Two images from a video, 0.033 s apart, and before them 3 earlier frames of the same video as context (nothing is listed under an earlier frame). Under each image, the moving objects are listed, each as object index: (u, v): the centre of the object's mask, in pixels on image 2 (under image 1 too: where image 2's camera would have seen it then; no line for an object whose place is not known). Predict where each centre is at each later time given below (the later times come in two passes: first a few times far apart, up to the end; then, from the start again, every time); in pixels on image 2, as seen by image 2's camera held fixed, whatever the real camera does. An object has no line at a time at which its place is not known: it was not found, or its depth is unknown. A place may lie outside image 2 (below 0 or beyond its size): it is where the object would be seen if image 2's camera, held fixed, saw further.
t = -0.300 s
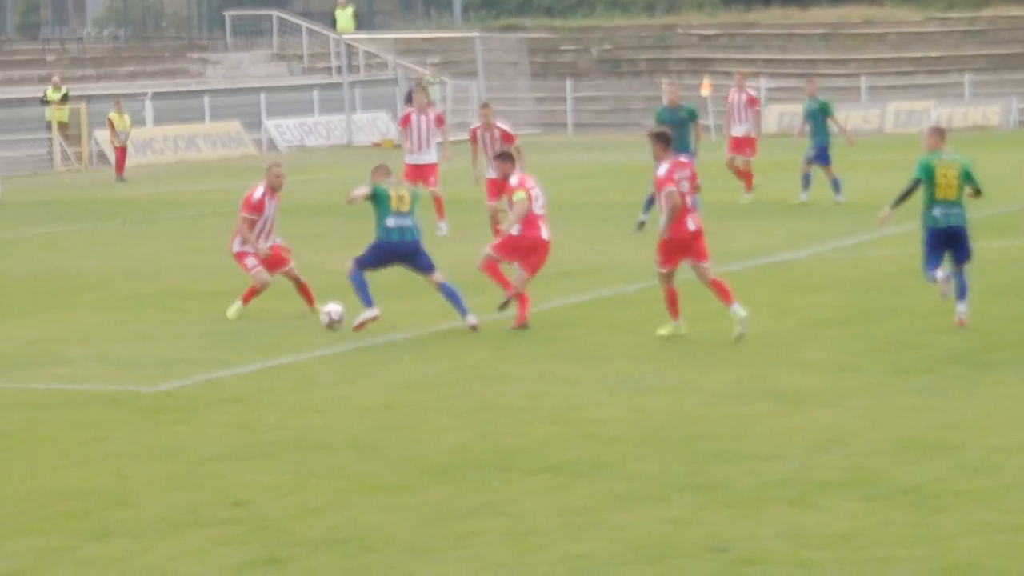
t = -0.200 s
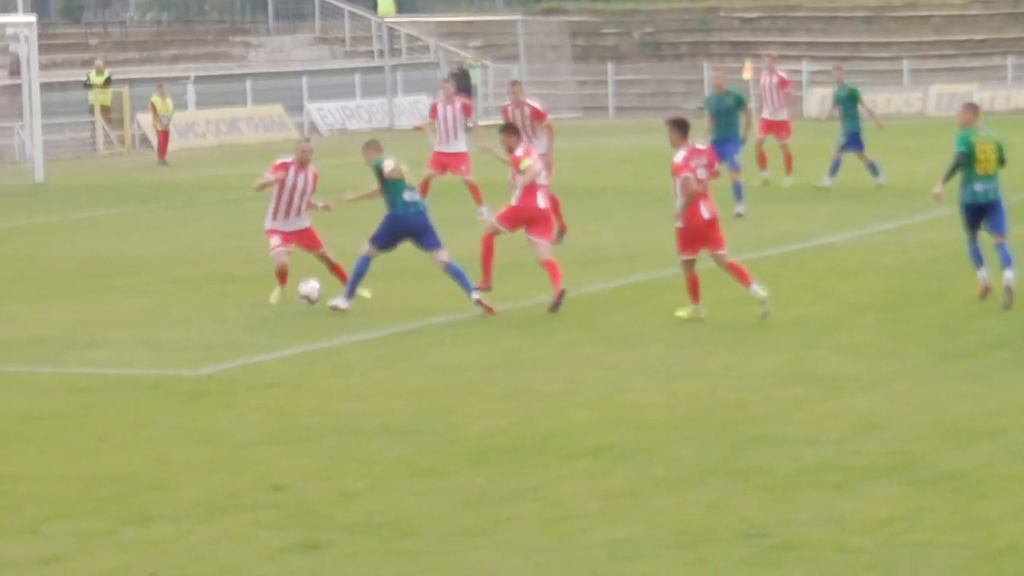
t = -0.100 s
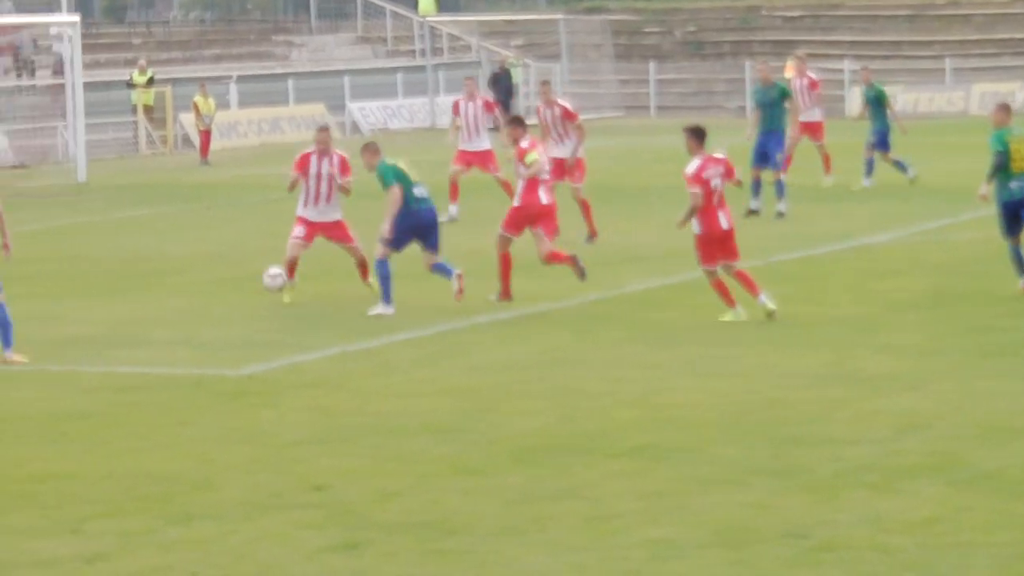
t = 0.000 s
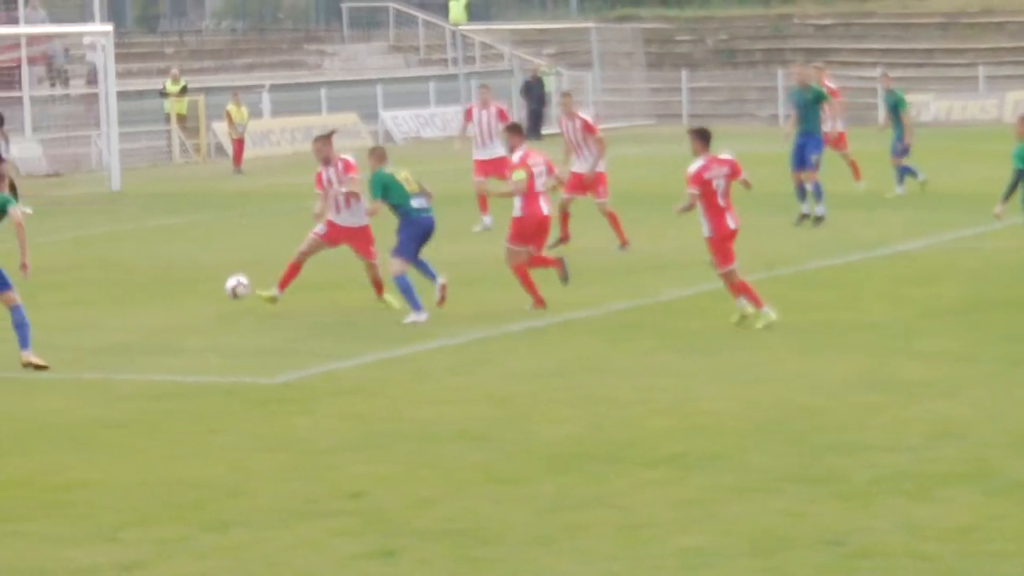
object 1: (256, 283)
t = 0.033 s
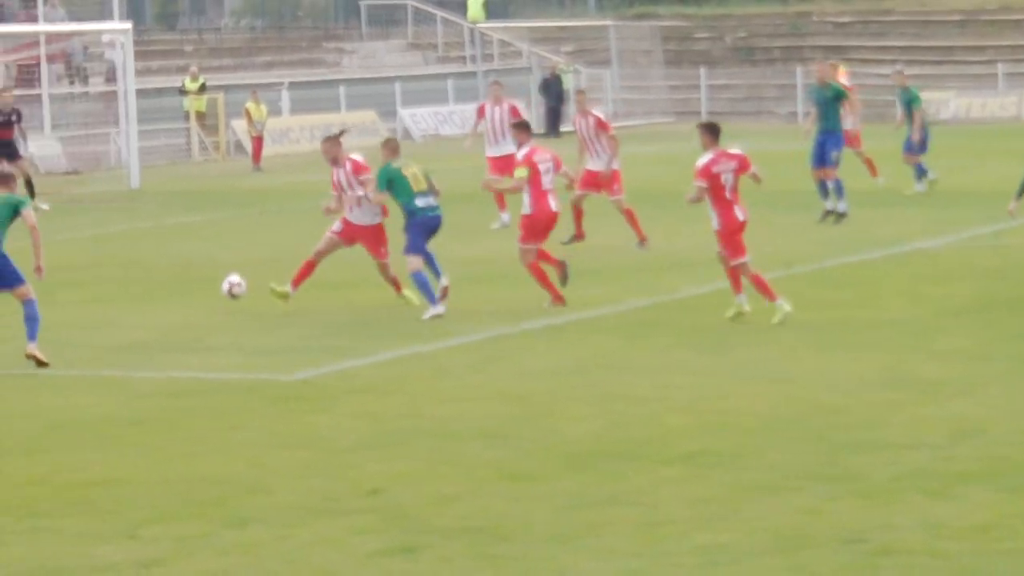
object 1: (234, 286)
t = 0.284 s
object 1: (91, 281)
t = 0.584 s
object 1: (-43, 278)
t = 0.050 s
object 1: (222, 288)
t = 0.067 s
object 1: (211, 290)
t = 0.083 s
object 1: (200, 292)
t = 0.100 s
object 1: (189, 294)
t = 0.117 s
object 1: (180, 293)
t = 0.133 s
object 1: (171, 291)
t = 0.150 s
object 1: (161, 287)
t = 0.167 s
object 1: (153, 286)
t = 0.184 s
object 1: (143, 285)
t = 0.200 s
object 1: (135, 283)
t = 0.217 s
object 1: (126, 282)
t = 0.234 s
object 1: (117, 281)
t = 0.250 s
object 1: (109, 281)
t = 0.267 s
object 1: (100, 281)
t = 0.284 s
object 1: (91, 281)
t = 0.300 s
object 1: (84, 282)
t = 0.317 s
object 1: (75, 282)
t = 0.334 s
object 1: (66, 284)
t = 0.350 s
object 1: (57, 286)
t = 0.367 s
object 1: (48, 288)
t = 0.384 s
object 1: (40, 289)
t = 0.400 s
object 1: (34, 288)
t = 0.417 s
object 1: (27, 286)
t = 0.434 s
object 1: (20, 284)
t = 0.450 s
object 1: (13, 282)
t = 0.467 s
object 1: (6, 280)
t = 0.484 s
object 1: (-1, 279)
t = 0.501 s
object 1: (-9, 278)
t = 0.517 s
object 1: (-16, 277)
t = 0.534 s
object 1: (-22, 277)
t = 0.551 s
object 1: (-29, 276)
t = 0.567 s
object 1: (-36, 277)
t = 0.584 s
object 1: (-43, 278)
